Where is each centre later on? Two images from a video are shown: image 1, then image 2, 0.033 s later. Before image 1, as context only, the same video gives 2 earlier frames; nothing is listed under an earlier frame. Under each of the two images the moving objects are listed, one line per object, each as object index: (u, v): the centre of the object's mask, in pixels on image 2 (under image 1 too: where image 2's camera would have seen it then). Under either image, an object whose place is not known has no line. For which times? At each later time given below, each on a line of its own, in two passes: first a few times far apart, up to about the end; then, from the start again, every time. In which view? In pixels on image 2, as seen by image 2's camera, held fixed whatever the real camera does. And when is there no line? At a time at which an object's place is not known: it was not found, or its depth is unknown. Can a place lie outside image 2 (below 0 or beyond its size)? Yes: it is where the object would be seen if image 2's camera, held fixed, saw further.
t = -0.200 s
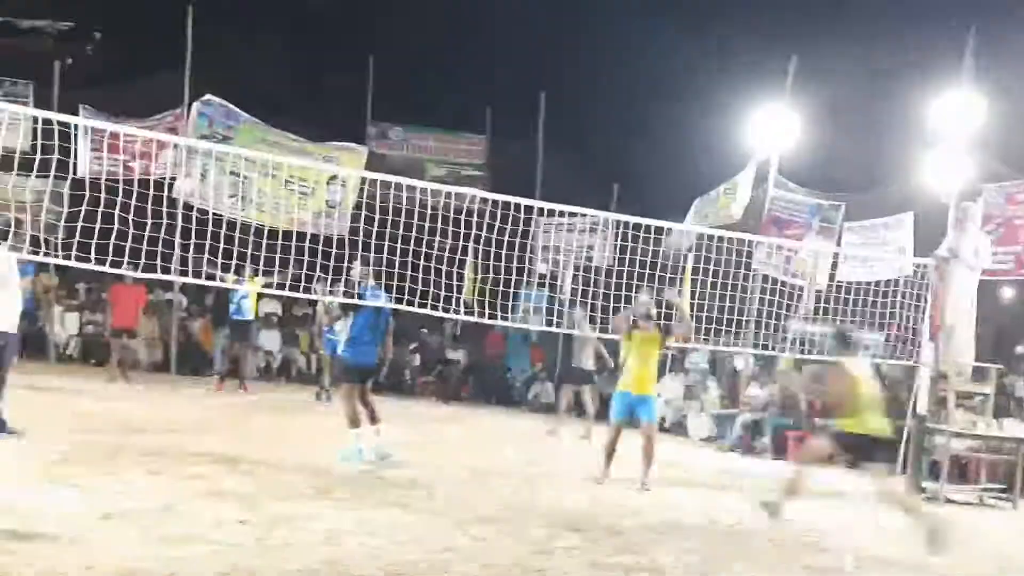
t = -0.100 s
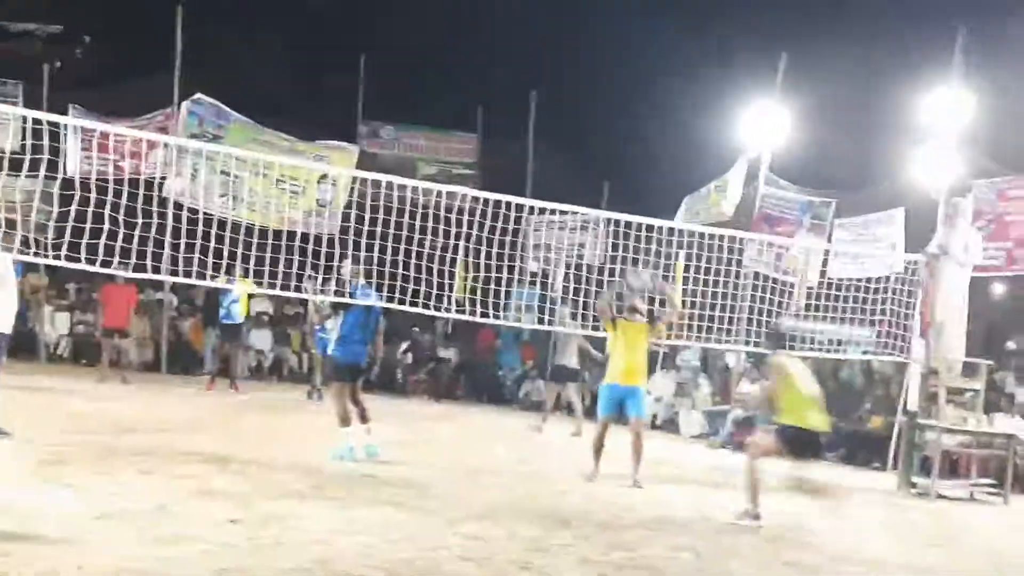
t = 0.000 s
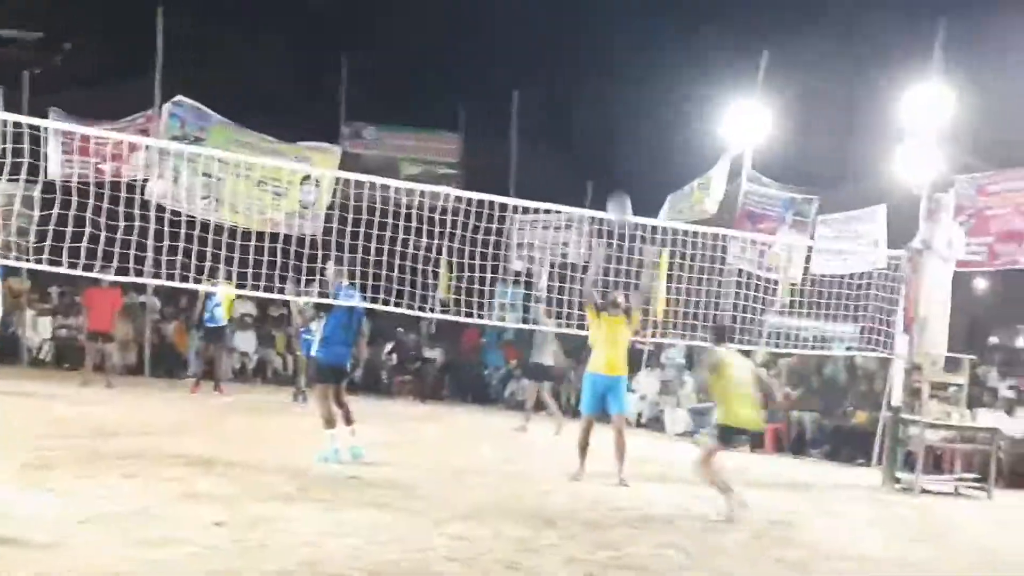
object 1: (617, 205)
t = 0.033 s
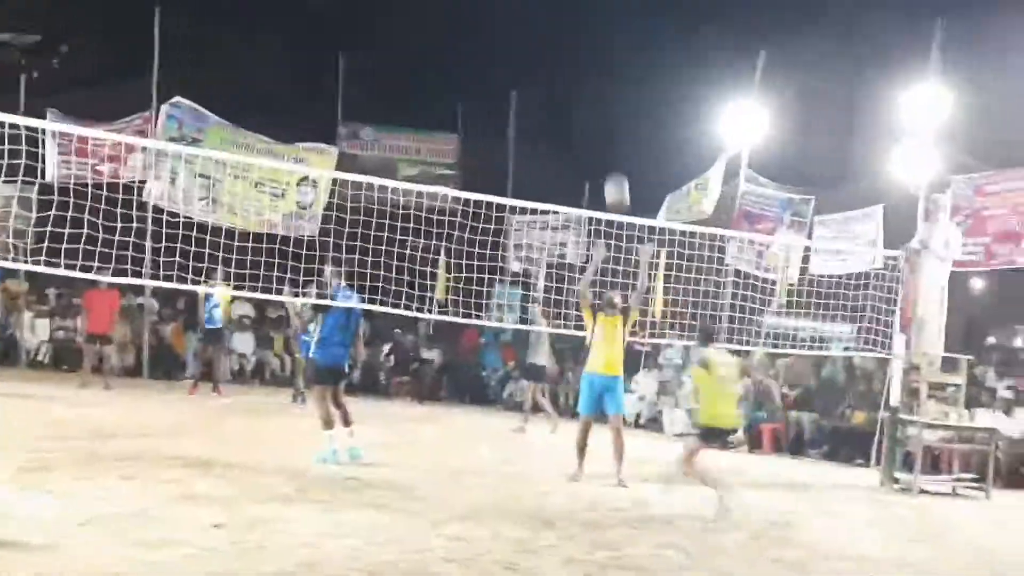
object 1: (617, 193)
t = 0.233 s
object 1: (609, 104)
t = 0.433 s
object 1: (594, 79)
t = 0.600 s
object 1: (578, 106)
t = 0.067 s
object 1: (616, 174)
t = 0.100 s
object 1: (614, 156)
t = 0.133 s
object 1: (613, 140)
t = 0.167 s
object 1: (612, 125)
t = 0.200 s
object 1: (610, 114)
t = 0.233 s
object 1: (609, 104)
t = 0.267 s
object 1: (607, 95)
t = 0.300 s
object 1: (605, 89)
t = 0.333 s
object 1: (603, 84)
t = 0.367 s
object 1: (600, 81)
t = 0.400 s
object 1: (598, 79)
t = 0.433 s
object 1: (594, 79)
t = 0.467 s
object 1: (592, 81)
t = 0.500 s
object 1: (589, 85)
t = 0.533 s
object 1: (586, 90)
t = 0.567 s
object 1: (582, 97)
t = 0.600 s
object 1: (578, 106)
